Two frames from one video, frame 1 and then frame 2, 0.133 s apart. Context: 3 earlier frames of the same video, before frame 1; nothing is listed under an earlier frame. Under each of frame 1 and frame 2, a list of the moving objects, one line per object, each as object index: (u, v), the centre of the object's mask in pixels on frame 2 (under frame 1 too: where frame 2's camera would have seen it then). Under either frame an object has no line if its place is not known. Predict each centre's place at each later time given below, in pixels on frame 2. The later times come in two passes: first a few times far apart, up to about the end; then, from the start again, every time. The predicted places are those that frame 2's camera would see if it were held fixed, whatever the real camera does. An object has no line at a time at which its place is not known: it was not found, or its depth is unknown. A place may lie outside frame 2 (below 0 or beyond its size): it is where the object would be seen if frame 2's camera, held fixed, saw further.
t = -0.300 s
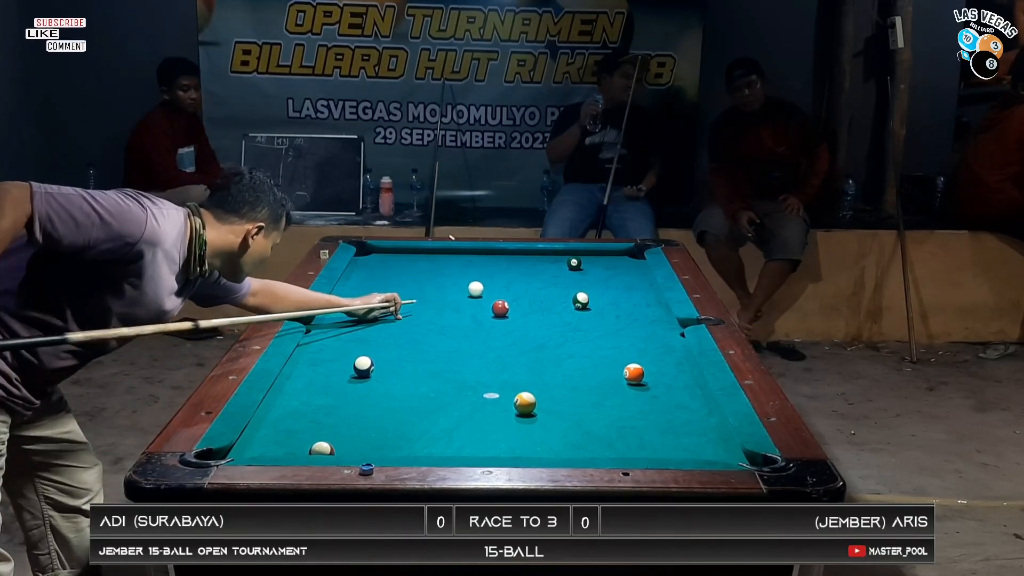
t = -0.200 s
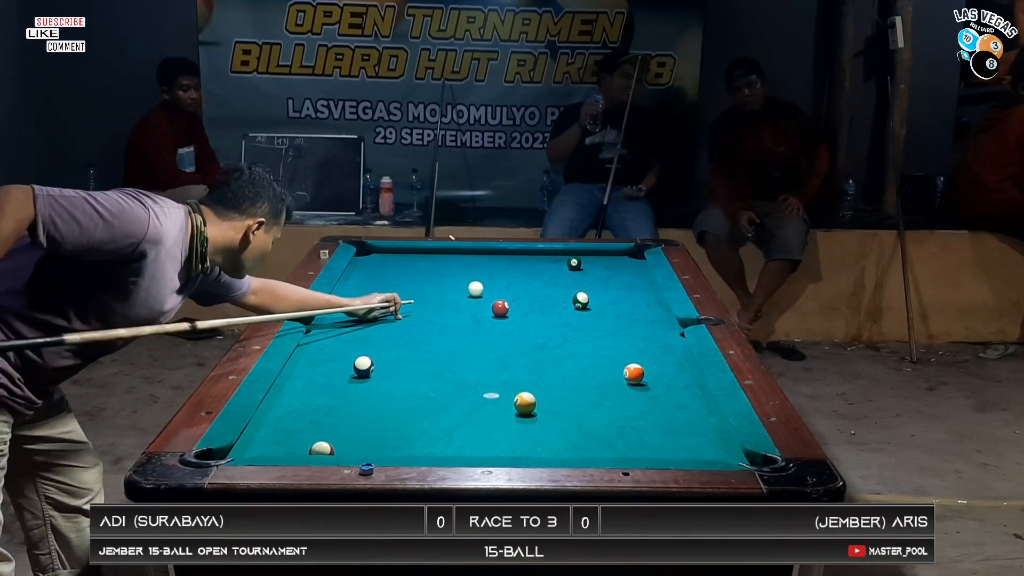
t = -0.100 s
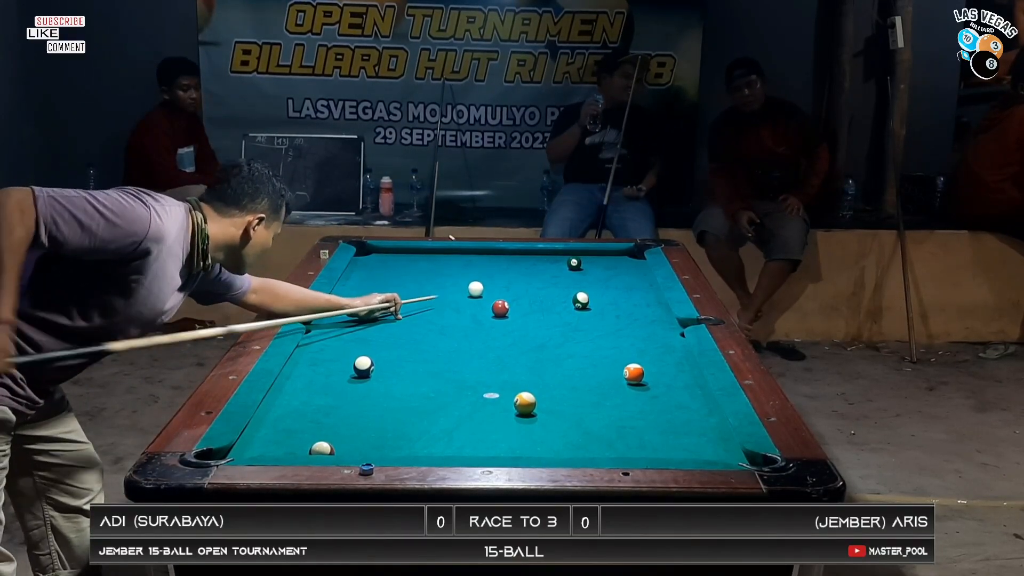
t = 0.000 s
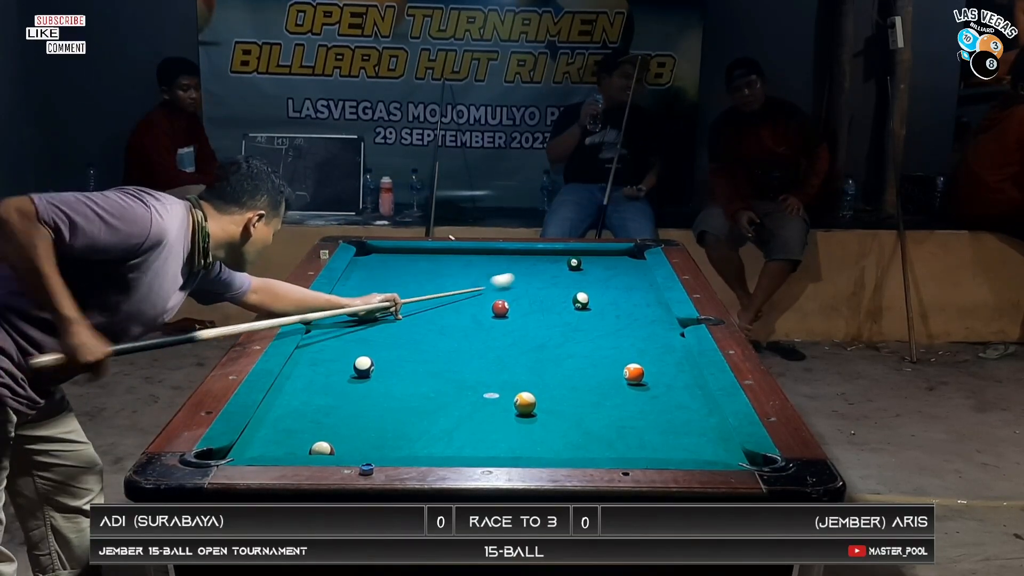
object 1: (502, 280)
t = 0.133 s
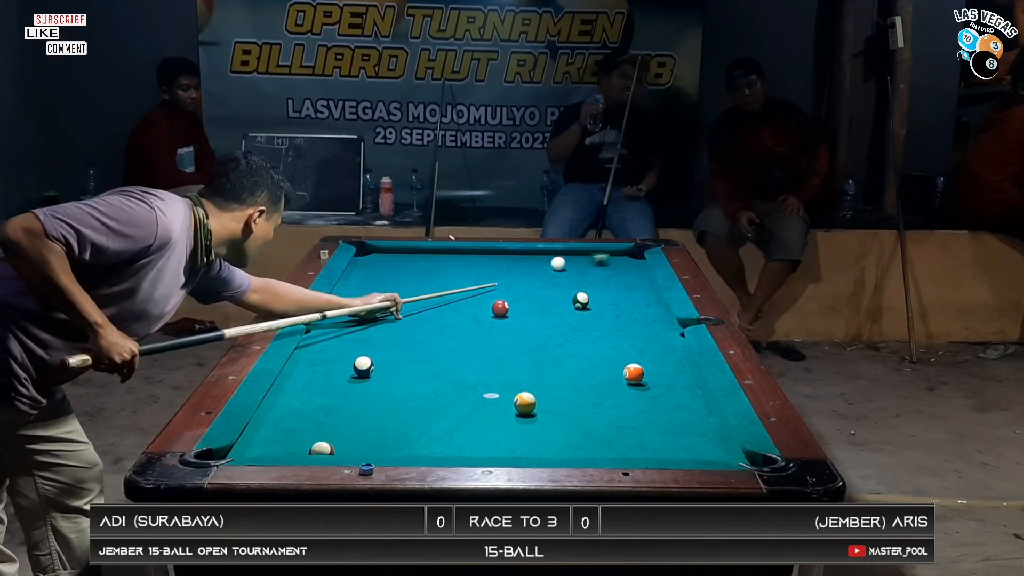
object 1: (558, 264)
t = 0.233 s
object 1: (549, 261)
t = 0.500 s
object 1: (528, 253)
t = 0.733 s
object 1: (504, 252)
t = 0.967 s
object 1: (477, 255)
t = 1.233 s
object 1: (448, 258)
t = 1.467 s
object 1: (423, 260)
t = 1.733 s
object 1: (397, 263)
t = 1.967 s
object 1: (376, 265)
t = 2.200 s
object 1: (357, 267)
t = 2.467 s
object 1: (362, 269)
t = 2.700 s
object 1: (369, 270)
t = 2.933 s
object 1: (374, 271)
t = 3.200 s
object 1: (379, 272)
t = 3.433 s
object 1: (381, 272)
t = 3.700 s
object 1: (382, 272)
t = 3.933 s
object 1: (382, 272)
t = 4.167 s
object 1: (382, 272)
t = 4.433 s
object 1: (382, 272)
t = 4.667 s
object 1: (382, 272)
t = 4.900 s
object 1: (382, 272)
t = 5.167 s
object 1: (382, 272)
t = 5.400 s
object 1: (382, 272)
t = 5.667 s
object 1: (382, 272)
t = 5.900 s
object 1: (382, 272)
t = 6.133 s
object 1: (382, 272)
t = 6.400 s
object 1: (382, 272)
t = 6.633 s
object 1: (382, 272)
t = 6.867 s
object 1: (382, 272)
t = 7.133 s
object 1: (382, 272)
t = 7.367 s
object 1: (382, 272)
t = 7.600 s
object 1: (382, 272)
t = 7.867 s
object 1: (382, 272)
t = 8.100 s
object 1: (382, 272)
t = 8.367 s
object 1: (382, 272)
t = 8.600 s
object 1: (382, 272)
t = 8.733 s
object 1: (382, 272)
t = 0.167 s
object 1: (555, 263)
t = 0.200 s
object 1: (552, 262)
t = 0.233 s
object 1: (549, 261)
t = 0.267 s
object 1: (546, 260)
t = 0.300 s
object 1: (544, 259)
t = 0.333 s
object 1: (541, 258)
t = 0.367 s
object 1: (538, 257)
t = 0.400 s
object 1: (536, 256)
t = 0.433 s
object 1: (533, 255)
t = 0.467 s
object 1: (531, 254)
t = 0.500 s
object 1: (528, 253)
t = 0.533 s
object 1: (526, 252)
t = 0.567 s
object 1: (524, 251)
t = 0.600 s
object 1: (521, 251)
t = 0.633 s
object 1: (517, 251)
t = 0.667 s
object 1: (512, 252)
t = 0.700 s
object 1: (508, 252)
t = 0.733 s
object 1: (504, 252)
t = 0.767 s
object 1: (500, 253)
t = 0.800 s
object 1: (496, 253)
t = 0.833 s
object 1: (493, 254)
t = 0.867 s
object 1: (489, 254)
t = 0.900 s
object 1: (485, 254)
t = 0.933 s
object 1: (481, 255)
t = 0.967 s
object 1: (477, 255)
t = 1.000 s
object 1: (473, 255)
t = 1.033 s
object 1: (469, 256)
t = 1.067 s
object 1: (466, 256)
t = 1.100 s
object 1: (462, 257)
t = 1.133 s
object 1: (458, 257)
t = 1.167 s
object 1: (455, 257)
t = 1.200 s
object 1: (451, 258)
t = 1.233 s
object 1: (448, 258)
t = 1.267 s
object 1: (444, 258)
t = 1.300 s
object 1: (440, 259)
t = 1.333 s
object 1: (437, 259)
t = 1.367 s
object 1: (433, 259)
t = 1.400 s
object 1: (430, 260)
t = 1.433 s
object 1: (427, 260)
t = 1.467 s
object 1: (423, 260)
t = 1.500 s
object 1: (420, 261)
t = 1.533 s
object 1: (417, 261)
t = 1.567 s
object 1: (413, 261)
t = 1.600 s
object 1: (410, 262)
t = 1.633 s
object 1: (407, 262)
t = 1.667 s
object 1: (404, 262)
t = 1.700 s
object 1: (400, 263)
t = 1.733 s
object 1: (397, 263)
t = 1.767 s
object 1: (394, 263)
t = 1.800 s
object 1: (391, 264)
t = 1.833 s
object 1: (388, 264)
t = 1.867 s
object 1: (385, 264)
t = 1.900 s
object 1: (382, 264)
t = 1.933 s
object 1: (379, 265)
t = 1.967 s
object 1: (376, 265)
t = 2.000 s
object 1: (374, 265)
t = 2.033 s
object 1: (371, 266)
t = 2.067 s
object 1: (368, 266)
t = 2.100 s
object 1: (365, 266)
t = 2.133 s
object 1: (363, 266)
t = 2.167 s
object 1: (360, 267)
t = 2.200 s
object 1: (357, 267)
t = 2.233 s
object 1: (355, 267)
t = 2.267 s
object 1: (354, 268)
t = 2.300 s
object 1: (355, 268)
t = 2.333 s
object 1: (357, 268)
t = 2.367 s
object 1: (358, 268)
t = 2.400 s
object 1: (359, 268)
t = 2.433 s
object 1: (361, 268)
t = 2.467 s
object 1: (362, 269)
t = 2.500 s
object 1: (363, 269)
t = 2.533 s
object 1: (364, 269)
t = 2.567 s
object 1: (365, 269)
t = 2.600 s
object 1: (366, 269)
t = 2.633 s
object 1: (367, 270)
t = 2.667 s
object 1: (368, 270)
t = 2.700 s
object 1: (369, 270)
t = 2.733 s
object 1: (370, 270)
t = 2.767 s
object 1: (371, 270)
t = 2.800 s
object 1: (371, 270)
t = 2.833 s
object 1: (372, 270)
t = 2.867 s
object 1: (373, 271)
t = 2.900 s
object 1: (374, 271)
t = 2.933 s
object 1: (374, 271)
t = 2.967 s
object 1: (375, 271)
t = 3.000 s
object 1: (375, 271)
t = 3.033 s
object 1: (376, 271)
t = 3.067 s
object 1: (376, 271)
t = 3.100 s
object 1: (377, 271)
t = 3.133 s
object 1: (378, 272)
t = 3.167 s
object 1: (378, 272)
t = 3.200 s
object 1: (379, 272)
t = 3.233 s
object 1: (379, 272)
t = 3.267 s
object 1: (379, 272)
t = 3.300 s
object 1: (380, 272)
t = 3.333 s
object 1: (380, 272)
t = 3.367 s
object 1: (381, 272)
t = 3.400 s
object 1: (381, 272)
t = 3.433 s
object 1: (381, 272)
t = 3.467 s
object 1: (382, 272)
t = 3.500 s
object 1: (382, 272)
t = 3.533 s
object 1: (382, 272)
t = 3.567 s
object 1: (382, 272)
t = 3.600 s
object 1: (382, 272)
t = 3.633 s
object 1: (382, 272)
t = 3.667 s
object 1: (382, 272)
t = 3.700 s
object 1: (382, 272)
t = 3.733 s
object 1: (382, 272)
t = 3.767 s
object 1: (382, 272)
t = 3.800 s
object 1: (382, 272)
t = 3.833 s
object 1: (382, 272)
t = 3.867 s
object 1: (382, 272)
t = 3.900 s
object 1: (382, 272)
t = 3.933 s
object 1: (382, 272)
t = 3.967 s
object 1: (382, 272)
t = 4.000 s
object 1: (382, 272)
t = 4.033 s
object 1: (382, 272)
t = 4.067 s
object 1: (382, 272)
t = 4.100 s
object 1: (382, 272)
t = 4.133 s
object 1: (382, 272)
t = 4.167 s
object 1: (382, 272)
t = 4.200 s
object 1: (382, 272)
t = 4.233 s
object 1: (382, 272)
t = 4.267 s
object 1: (382, 272)
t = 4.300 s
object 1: (382, 272)
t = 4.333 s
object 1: (382, 272)
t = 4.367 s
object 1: (382, 272)
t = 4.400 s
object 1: (382, 272)
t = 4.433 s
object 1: (382, 272)
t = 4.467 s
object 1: (382, 272)
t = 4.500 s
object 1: (382, 272)
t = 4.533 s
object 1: (382, 272)
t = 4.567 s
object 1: (382, 272)
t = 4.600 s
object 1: (382, 272)
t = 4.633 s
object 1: (382, 272)
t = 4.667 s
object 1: (382, 272)
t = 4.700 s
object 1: (382, 272)
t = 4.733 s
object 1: (382, 272)
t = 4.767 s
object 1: (382, 272)
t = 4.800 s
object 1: (382, 272)
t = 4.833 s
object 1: (382, 272)
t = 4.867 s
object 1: (382, 272)
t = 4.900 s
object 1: (382, 272)
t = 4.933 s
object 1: (382, 272)
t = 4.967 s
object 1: (382, 272)
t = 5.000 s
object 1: (382, 272)
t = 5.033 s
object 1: (382, 272)
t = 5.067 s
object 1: (382, 272)
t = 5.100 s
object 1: (382, 272)
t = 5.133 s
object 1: (382, 272)
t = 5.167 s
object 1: (382, 272)
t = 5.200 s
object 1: (382, 272)
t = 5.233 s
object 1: (382, 272)
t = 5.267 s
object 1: (382, 272)
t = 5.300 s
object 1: (382, 272)
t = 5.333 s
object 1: (382, 272)
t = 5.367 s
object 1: (382, 272)
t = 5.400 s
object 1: (382, 272)
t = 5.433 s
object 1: (382, 272)
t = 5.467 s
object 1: (382, 272)
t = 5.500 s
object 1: (382, 272)
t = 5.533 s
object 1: (382, 272)
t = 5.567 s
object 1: (382, 272)
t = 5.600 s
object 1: (382, 272)
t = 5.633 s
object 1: (382, 272)
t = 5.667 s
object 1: (382, 272)
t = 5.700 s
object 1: (382, 272)
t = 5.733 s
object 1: (382, 272)
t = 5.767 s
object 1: (382, 272)
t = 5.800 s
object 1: (382, 272)
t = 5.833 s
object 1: (382, 272)
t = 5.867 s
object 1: (382, 272)
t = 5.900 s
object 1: (382, 272)
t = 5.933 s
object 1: (382, 272)
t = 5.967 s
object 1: (382, 272)
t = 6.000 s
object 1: (382, 272)
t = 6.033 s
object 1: (382, 272)
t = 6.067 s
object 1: (382, 272)
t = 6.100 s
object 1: (382, 272)
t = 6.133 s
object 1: (382, 272)
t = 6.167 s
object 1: (382, 272)
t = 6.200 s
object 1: (382, 272)
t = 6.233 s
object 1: (382, 272)
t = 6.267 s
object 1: (382, 272)
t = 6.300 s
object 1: (382, 272)
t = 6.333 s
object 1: (382, 272)
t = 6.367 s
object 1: (382, 272)
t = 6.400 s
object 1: (382, 272)
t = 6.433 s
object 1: (382, 272)
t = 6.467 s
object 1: (382, 272)
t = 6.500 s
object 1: (382, 272)
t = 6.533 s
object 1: (382, 272)
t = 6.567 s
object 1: (382, 272)
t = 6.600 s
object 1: (382, 272)
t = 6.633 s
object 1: (382, 272)
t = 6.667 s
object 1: (382, 272)
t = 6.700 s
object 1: (382, 272)
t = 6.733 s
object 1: (382, 272)
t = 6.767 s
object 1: (382, 272)
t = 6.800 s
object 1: (382, 272)
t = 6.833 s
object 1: (382, 272)
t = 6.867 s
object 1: (382, 272)
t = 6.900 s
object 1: (382, 272)
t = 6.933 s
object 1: (382, 272)
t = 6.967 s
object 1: (382, 272)
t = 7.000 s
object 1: (382, 272)
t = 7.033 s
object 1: (382, 272)
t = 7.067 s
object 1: (382, 272)
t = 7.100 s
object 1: (382, 272)
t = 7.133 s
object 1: (382, 272)
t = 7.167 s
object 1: (382, 272)
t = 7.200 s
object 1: (382, 272)
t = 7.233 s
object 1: (382, 272)
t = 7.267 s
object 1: (382, 272)
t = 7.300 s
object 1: (382, 272)
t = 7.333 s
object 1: (382, 272)
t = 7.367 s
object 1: (382, 272)
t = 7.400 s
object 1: (382, 272)
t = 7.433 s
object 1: (382, 272)
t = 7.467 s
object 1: (382, 272)
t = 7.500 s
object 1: (382, 272)
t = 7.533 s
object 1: (382, 272)
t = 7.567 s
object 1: (382, 272)
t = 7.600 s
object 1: (382, 272)
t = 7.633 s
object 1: (382, 272)
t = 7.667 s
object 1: (382, 272)
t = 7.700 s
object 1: (382, 272)
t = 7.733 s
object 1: (382, 272)
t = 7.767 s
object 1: (382, 272)
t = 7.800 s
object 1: (382, 272)
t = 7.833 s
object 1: (382, 272)
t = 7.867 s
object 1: (382, 272)
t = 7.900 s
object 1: (382, 272)
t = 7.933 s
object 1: (382, 272)
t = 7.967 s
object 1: (382, 272)
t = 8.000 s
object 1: (382, 272)
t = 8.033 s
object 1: (382, 272)
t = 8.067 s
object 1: (382, 272)
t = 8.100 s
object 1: (382, 272)
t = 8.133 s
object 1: (382, 272)
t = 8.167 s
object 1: (382, 272)
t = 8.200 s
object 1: (382, 272)
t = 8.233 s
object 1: (382, 272)
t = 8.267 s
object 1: (382, 272)
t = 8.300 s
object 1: (382, 272)
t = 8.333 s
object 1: (382, 272)
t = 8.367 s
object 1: (382, 272)
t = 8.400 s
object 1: (382, 272)
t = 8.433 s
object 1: (382, 272)
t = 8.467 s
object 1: (382, 272)
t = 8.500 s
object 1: (382, 272)
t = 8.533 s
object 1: (382, 272)
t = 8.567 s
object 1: (382, 272)
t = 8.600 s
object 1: (382, 272)
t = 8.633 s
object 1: (382, 272)
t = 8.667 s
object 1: (382, 272)
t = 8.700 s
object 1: (382, 272)
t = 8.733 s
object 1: (382, 272)
